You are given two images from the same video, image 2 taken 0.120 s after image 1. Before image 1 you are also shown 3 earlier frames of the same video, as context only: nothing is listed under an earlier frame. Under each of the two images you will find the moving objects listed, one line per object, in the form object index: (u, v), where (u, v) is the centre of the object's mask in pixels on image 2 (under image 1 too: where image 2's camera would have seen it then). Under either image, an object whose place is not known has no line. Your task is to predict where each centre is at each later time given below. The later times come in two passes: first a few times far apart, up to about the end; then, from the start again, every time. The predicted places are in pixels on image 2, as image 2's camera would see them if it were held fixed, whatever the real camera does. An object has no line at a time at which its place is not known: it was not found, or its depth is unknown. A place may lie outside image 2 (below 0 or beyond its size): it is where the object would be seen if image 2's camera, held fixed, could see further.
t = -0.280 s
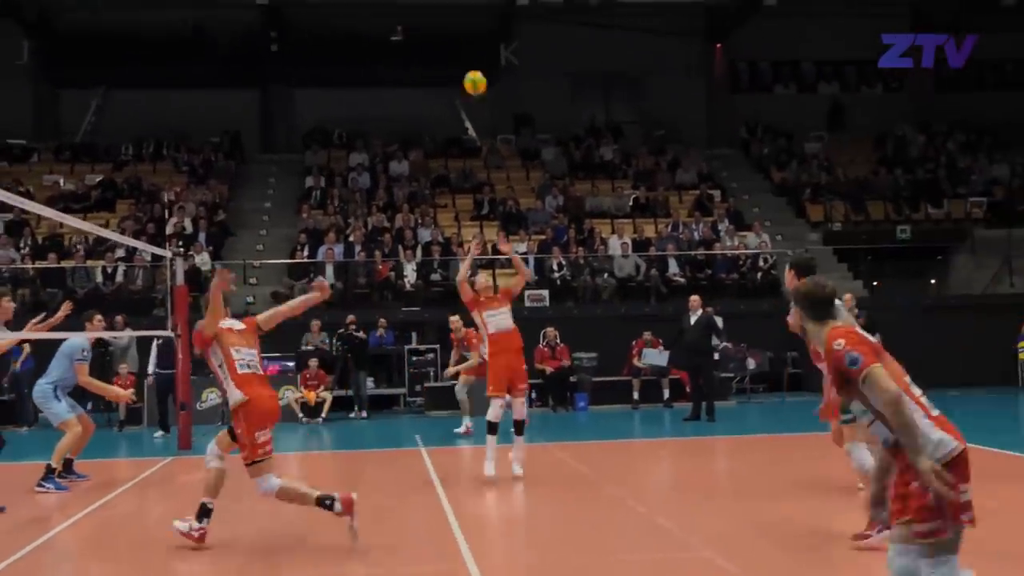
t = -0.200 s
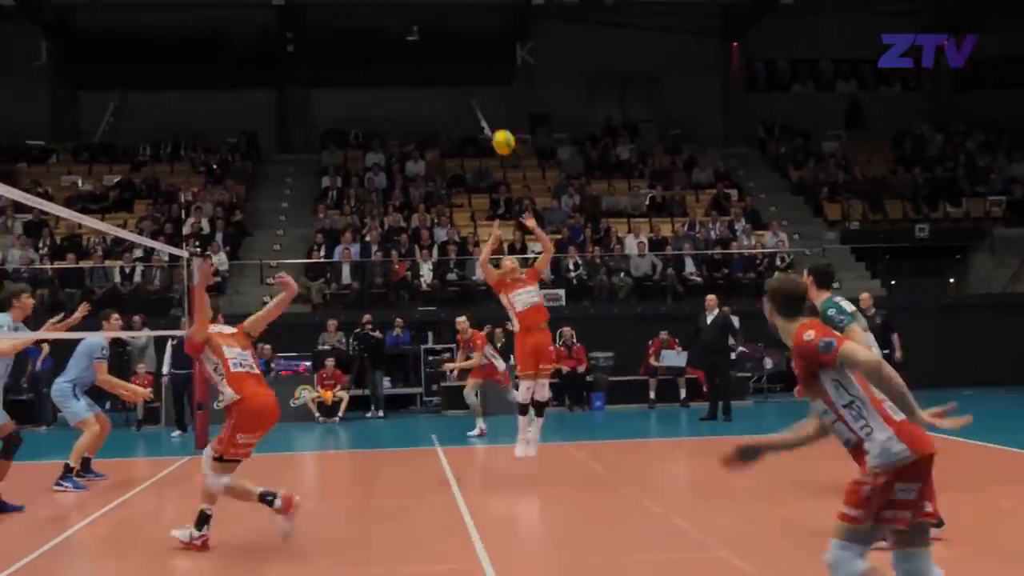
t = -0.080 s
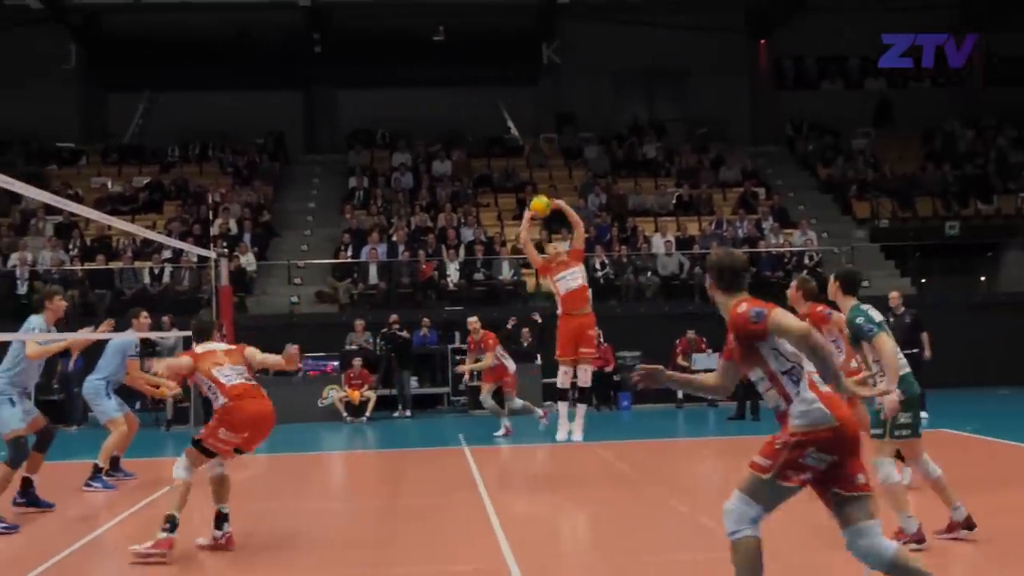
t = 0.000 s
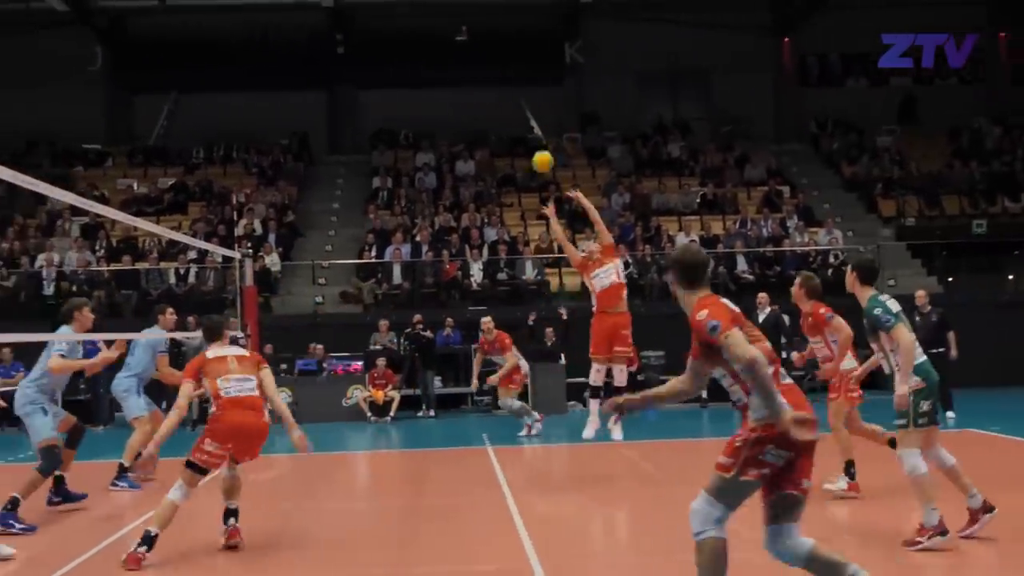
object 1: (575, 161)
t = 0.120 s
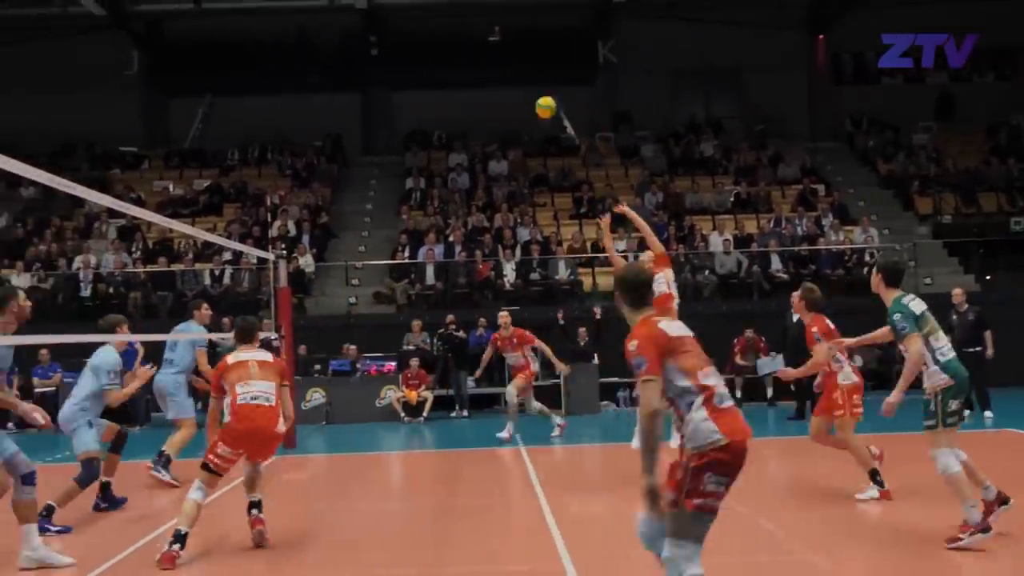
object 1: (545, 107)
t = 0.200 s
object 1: (527, 81)
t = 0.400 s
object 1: (486, 45)
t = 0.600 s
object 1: (451, 47)
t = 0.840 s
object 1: (415, 92)
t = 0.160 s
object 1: (536, 94)
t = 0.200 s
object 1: (527, 81)
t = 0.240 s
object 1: (518, 70)
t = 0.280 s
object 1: (509, 62)
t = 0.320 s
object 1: (502, 55)
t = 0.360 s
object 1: (493, 49)
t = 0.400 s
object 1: (486, 45)
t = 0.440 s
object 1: (478, 42)
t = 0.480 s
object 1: (471, 42)
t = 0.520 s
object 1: (464, 42)
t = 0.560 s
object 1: (458, 44)
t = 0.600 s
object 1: (451, 47)
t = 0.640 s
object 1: (445, 51)
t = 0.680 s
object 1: (439, 57)
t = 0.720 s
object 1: (433, 64)
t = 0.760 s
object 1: (427, 72)
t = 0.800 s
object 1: (421, 82)
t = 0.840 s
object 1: (415, 92)
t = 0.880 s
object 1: (410, 104)
